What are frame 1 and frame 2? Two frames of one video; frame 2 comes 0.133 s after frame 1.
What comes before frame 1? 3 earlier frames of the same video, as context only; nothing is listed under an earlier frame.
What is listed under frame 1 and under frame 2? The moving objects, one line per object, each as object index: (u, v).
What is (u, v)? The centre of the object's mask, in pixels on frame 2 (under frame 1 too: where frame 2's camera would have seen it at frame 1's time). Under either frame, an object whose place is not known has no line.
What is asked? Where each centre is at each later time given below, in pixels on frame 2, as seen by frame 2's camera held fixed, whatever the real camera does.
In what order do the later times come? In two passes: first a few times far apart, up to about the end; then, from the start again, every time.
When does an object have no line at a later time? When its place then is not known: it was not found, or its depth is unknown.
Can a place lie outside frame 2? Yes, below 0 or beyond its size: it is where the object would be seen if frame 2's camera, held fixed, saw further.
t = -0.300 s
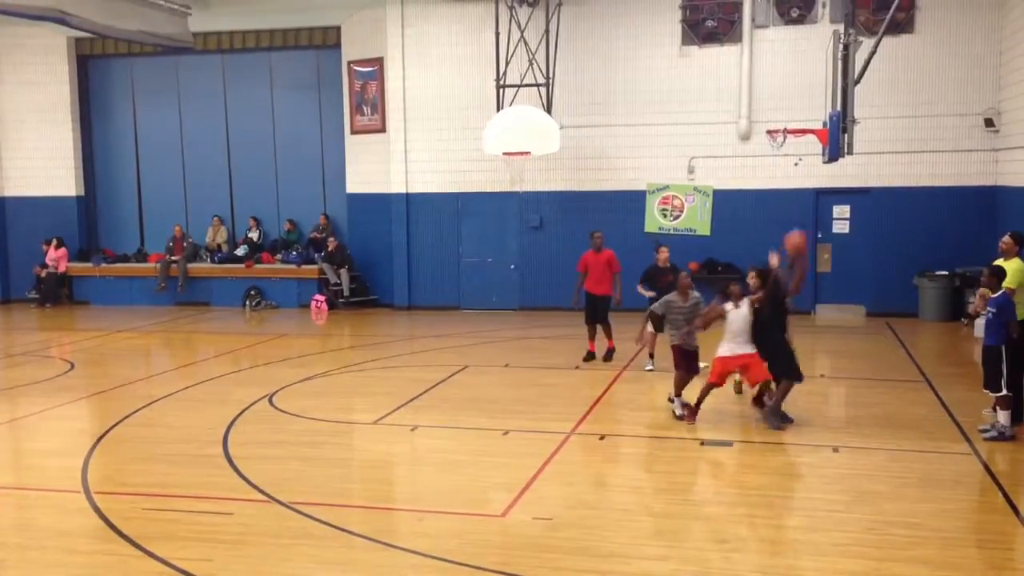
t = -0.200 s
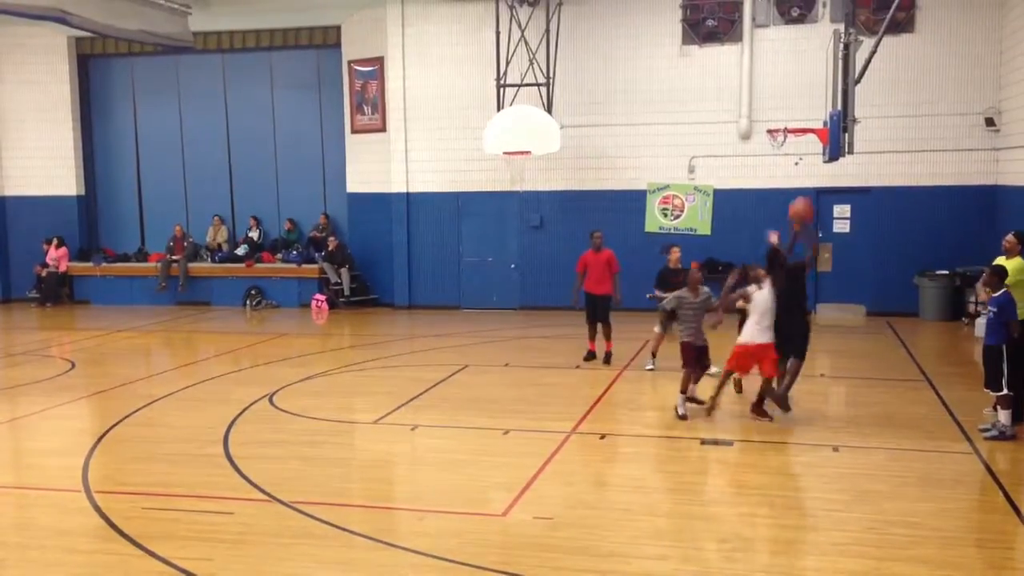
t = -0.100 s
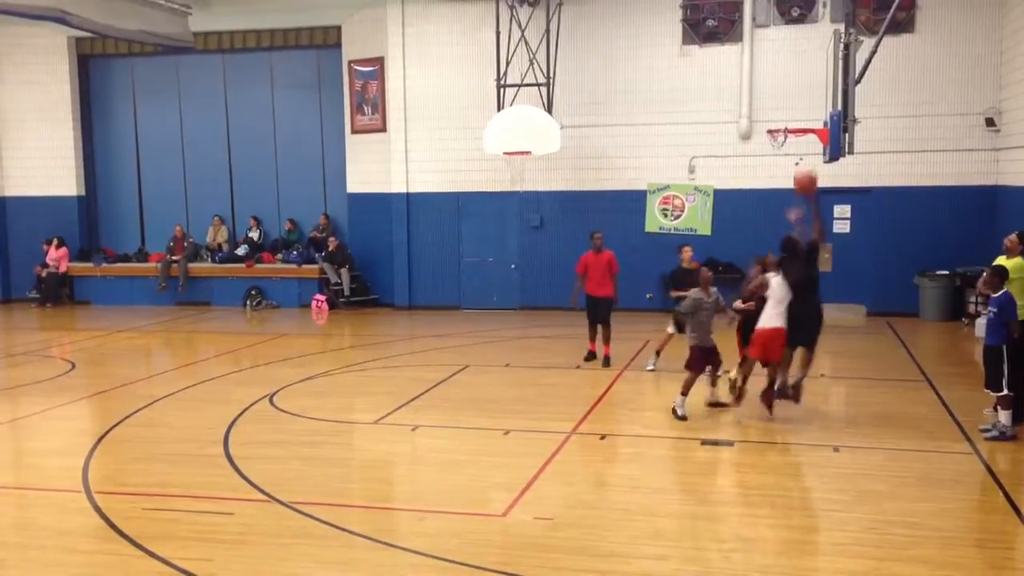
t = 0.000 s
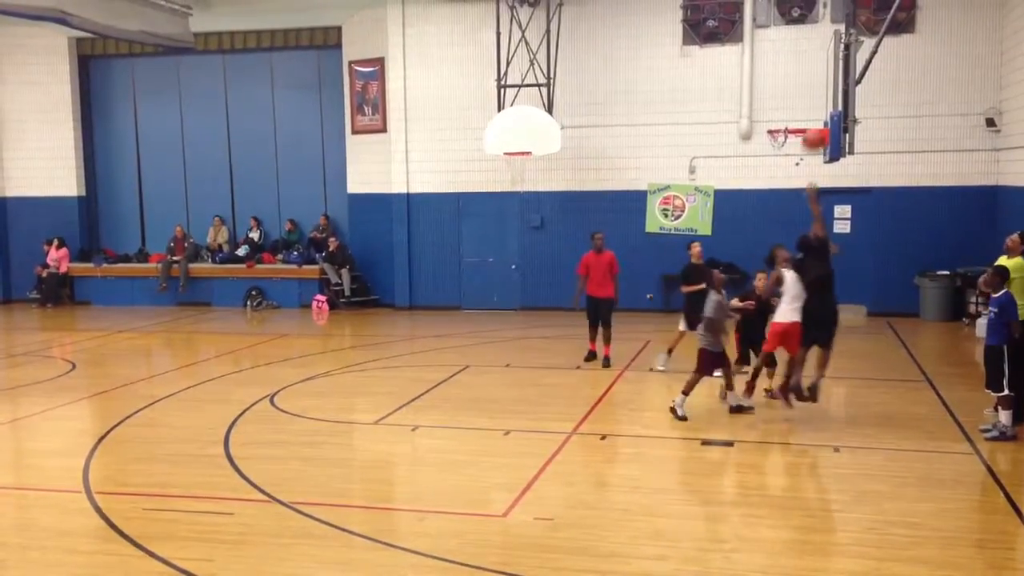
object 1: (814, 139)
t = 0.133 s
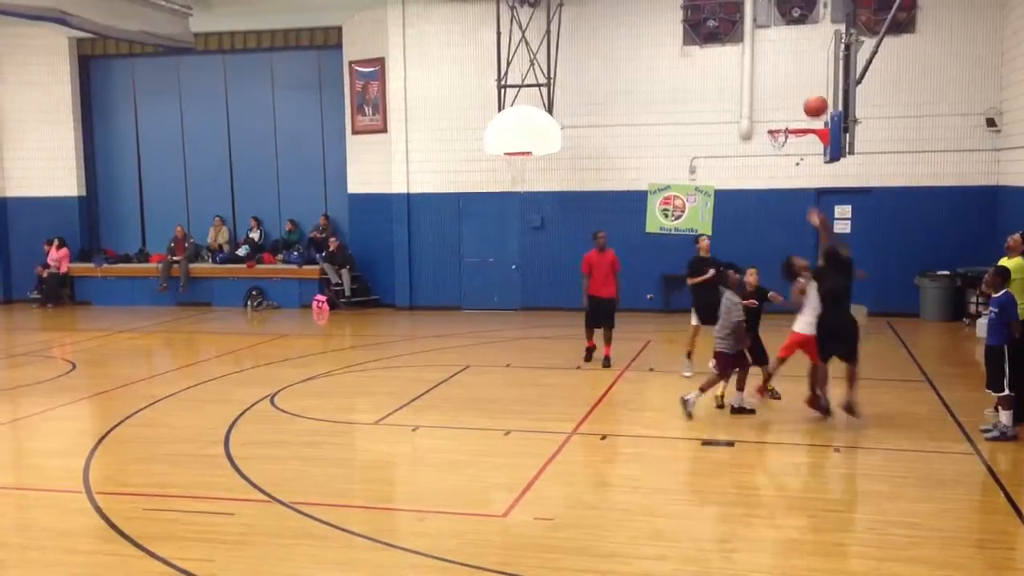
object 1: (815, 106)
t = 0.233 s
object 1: (808, 99)
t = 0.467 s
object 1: (792, 117)
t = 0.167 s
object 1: (813, 103)
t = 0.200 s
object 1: (810, 100)
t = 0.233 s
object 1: (808, 99)
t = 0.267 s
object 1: (806, 99)
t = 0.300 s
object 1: (804, 99)
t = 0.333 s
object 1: (801, 101)
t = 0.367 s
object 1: (799, 104)
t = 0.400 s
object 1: (796, 107)
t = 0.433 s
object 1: (794, 112)
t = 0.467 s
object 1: (792, 117)
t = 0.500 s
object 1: (789, 122)
